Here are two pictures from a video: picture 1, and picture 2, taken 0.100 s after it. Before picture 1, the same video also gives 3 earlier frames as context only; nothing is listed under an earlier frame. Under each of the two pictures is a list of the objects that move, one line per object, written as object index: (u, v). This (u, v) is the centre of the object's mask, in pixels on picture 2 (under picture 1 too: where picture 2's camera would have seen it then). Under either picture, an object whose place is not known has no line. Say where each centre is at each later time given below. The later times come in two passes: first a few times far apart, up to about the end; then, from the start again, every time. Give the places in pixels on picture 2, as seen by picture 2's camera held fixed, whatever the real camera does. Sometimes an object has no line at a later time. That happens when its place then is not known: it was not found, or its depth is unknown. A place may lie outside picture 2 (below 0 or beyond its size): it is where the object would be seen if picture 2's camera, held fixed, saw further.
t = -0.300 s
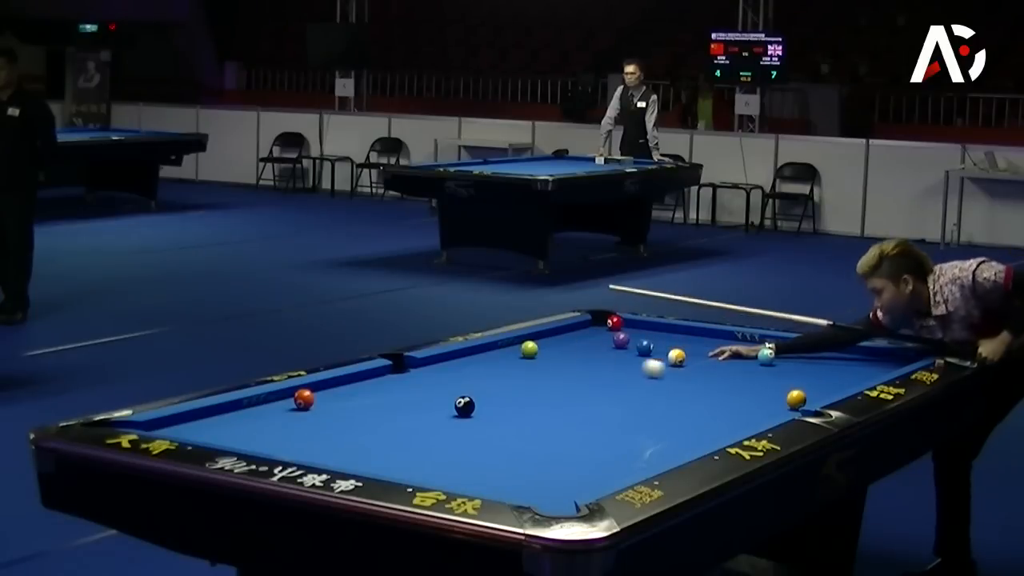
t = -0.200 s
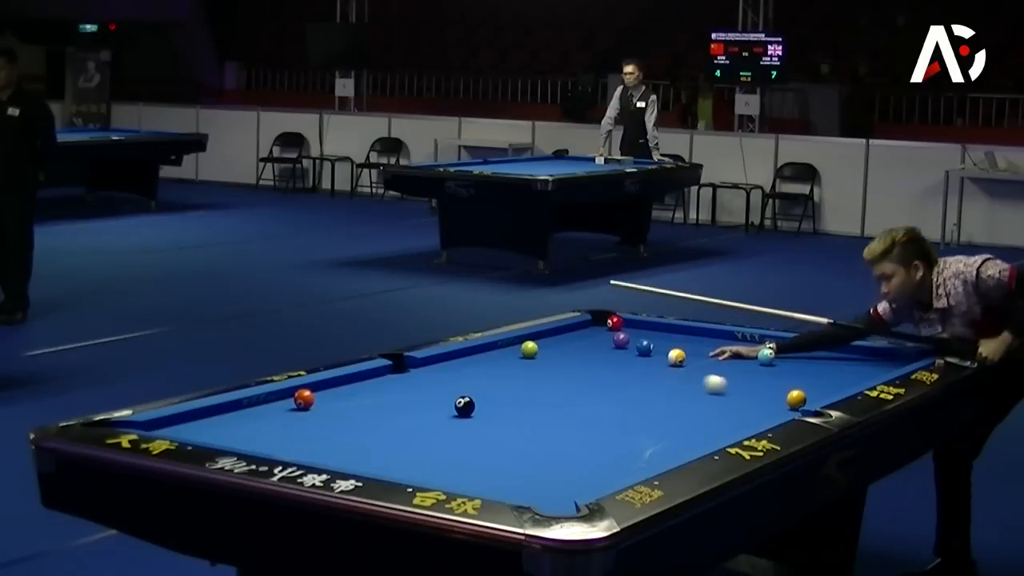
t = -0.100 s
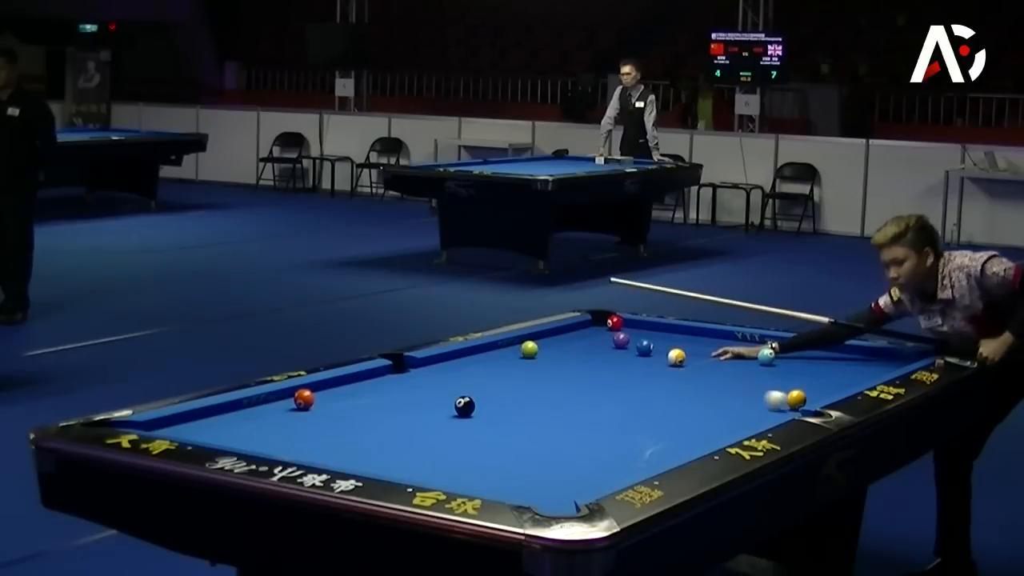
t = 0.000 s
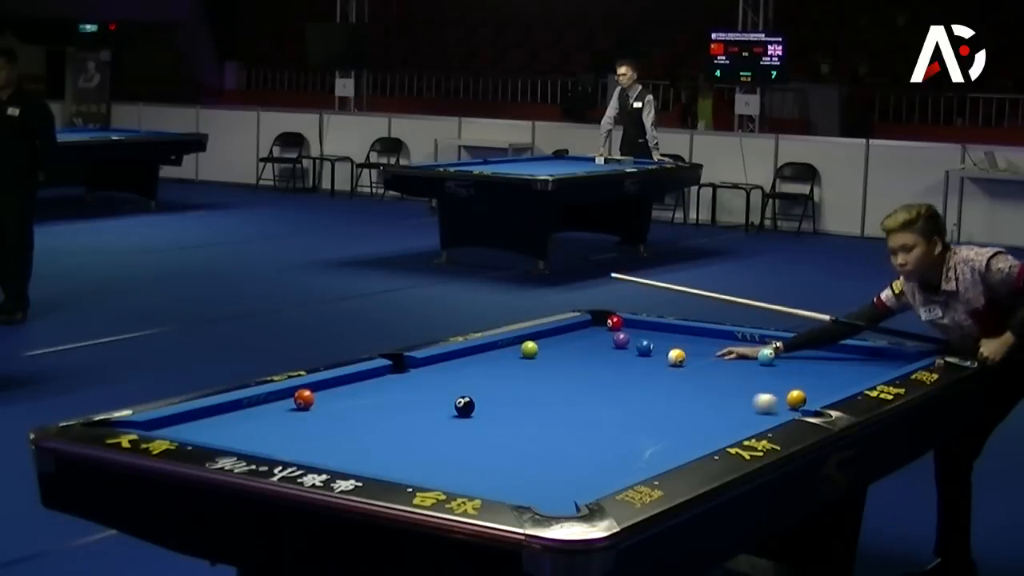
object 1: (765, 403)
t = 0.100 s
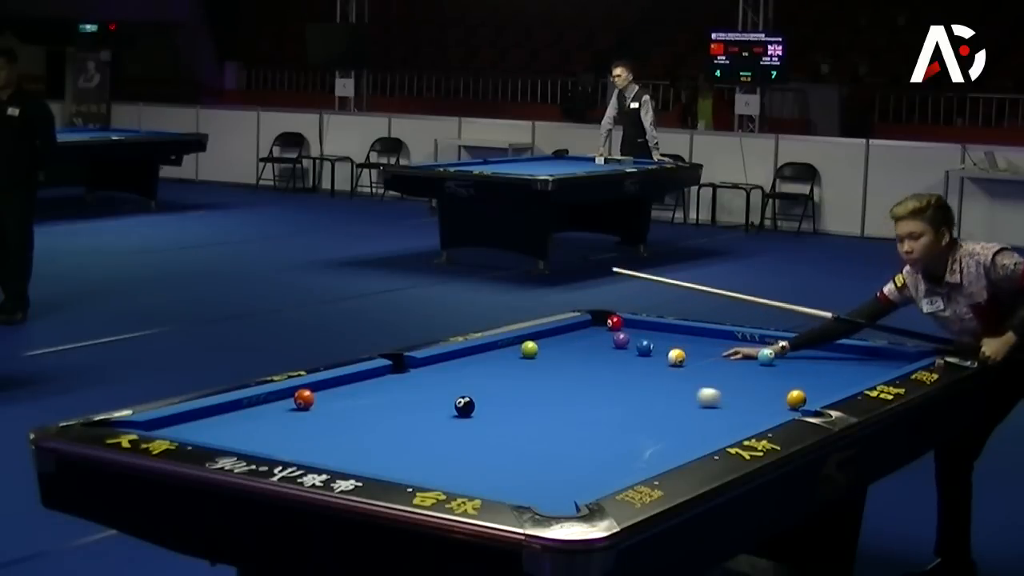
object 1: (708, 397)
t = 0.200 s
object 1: (660, 392)
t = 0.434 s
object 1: (567, 384)
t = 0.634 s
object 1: (494, 377)
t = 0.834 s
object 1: (424, 370)
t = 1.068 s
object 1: (417, 372)
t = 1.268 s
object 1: (436, 377)
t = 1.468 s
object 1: (456, 382)
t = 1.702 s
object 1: (480, 387)
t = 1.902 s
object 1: (499, 392)
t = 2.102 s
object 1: (519, 397)
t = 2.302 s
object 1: (538, 401)
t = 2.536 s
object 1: (560, 407)
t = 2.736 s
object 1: (579, 411)
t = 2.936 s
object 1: (597, 415)
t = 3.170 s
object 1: (617, 420)
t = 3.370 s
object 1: (634, 424)
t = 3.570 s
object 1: (651, 428)
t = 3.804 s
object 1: (669, 432)
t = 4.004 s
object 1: (684, 435)
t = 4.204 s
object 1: (697, 438)
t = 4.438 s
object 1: (711, 438)
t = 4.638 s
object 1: (703, 438)
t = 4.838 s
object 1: (695, 439)
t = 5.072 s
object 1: (687, 440)
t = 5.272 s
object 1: (682, 439)
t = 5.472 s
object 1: (677, 439)
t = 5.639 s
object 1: (675, 439)
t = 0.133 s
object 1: (692, 395)
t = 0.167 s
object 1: (675, 393)
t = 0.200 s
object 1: (660, 392)
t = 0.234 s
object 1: (645, 391)
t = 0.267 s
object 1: (631, 389)
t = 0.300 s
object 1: (618, 388)
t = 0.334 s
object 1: (605, 387)
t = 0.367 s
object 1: (593, 386)
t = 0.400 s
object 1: (580, 385)
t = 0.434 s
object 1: (567, 384)
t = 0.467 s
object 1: (555, 382)
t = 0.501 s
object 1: (543, 381)
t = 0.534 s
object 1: (530, 380)
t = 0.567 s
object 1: (518, 379)
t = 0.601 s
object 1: (506, 378)
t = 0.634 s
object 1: (494, 377)
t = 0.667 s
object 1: (483, 375)
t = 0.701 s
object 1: (471, 374)
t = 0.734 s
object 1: (459, 373)
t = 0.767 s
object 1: (447, 372)
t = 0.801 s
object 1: (436, 371)
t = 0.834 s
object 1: (424, 370)
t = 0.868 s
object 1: (413, 369)
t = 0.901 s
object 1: (402, 368)
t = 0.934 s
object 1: (400, 368)
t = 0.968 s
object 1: (405, 369)
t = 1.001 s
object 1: (409, 370)
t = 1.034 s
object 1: (413, 371)
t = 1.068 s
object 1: (417, 372)
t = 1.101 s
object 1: (420, 373)
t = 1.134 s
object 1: (423, 374)
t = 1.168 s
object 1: (426, 375)
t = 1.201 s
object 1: (430, 375)
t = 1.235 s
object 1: (433, 376)
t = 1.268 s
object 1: (436, 377)
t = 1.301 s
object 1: (440, 378)
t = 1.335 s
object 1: (443, 379)
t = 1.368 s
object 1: (447, 380)
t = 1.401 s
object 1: (450, 381)
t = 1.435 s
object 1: (453, 381)
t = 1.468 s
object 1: (456, 382)
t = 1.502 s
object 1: (459, 382)
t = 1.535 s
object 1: (463, 383)
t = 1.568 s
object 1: (466, 384)
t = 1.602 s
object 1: (470, 385)
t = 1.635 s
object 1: (473, 386)
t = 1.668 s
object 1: (476, 387)
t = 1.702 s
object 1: (480, 387)
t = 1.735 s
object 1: (483, 388)
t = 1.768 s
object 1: (486, 389)
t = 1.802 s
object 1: (489, 390)
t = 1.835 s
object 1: (492, 390)
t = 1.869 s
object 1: (496, 391)
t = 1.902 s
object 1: (499, 392)
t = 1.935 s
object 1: (502, 393)
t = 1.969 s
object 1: (506, 394)
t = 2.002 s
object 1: (509, 395)
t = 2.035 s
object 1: (512, 395)
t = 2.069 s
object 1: (516, 396)
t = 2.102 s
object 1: (519, 397)
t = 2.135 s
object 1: (522, 398)
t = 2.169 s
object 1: (525, 398)
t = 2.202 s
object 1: (528, 399)
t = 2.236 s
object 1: (531, 400)
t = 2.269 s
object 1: (535, 401)
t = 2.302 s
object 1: (538, 401)
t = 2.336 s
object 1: (541, 402)
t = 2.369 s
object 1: (544, 403)
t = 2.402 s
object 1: (548, 404)
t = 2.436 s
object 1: (551, 404)
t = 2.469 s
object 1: (554, 405)
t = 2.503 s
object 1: (557, 406)
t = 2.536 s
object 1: (560, 407)
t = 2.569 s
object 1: (563, 407)
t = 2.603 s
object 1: (566, 408)
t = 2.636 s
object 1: (570, 408)
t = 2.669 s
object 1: (572, 410)
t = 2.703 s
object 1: (576, 410)
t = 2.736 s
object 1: (579, 411)
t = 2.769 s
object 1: (582, 412)
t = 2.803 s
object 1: (585, 412)
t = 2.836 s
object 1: (588, 413)
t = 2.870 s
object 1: (591, 414)
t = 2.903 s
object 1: (594, 414)
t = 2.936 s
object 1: (597, 415)
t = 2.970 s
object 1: (600, 416)
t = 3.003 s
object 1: (603, 416)
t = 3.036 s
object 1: (606, 417)
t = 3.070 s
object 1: (609, 418)
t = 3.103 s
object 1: (611, 419)
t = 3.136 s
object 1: (615, 419)
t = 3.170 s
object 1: (617, 420)
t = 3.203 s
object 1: (620, 421)
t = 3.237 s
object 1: (623, 421)
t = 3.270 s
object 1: (626, 422)
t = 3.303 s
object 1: (629, 422)
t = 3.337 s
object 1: (631, 423)
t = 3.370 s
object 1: (634, 424)
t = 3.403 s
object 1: (637, 424)
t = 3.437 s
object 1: (640, 425)
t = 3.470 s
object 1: (643, 426)
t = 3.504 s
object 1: (646, 427)
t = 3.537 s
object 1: (648, 427)
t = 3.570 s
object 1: (651, 428)
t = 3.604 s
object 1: (653, 428)
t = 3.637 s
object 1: (656, 429)
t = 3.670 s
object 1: (659, 430)
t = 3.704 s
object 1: (661, 430)
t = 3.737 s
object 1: (664, 431)
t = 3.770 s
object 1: (666, 431)
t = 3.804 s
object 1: (669, 432)
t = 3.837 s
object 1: (671, 433)
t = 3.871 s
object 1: (674, 433)
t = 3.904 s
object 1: (677, 434)
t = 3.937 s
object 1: (679, 434)
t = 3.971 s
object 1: (681, 435)
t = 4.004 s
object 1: (684, 435)
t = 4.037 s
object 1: (686, 436)
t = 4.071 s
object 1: (689, 437)
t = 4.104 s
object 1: (691, 437)
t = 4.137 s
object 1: (693, 438)
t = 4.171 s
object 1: (695, 438)
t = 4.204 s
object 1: (697, 438)
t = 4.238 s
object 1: (700, 438)
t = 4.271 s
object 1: (702, 438)
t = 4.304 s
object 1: (704, 438)
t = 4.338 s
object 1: (706, 438)
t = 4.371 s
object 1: (708, 438)
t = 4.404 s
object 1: (710, 438)
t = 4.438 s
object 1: (711, 438)
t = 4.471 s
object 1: (710, 438)
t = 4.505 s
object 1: (708, 438)
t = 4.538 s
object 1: (707, 438)
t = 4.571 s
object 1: (705, 438)
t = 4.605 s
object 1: (704, 438)
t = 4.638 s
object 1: (703, 438)
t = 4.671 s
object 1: (701, 438)
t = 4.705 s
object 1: (700, 439)
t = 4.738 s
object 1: (699, 439)
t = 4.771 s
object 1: (697, 439)
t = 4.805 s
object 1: (696, 439)
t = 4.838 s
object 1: (695, 439)
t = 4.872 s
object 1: (694, 439)
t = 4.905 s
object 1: (692, 439)
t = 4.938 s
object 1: (691, 439)
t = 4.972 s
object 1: (690, 440)
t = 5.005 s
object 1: (689, 440)
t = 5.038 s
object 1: (688, 440)
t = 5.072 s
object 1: (687, 440)
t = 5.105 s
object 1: (686, 440)
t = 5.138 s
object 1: (685, 440)
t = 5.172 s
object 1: (684, 440)
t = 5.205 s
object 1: (683, 439)
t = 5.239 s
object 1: (683, 439)
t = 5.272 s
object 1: (682, 439)
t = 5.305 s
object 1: (681, 440)
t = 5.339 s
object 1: (680, 439)
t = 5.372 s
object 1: (679, 439)
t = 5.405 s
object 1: (678, 439)
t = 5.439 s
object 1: (678, 439)
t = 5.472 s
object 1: (677, 439)
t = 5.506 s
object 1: (677, 439)
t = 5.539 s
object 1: (676, 439)
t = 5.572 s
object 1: (676, 439)
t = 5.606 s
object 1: (675, 439)
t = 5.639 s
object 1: (675, 439)
